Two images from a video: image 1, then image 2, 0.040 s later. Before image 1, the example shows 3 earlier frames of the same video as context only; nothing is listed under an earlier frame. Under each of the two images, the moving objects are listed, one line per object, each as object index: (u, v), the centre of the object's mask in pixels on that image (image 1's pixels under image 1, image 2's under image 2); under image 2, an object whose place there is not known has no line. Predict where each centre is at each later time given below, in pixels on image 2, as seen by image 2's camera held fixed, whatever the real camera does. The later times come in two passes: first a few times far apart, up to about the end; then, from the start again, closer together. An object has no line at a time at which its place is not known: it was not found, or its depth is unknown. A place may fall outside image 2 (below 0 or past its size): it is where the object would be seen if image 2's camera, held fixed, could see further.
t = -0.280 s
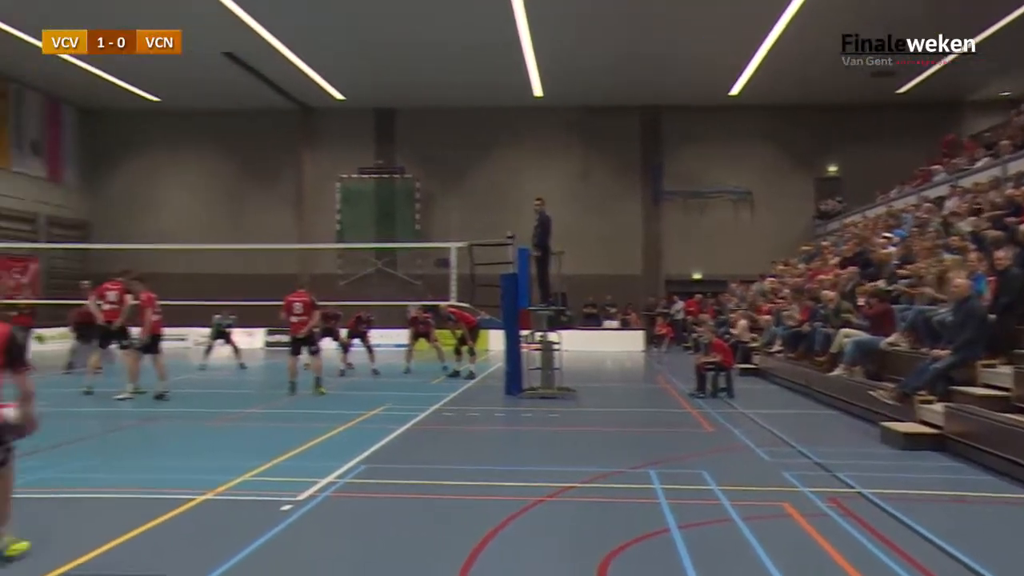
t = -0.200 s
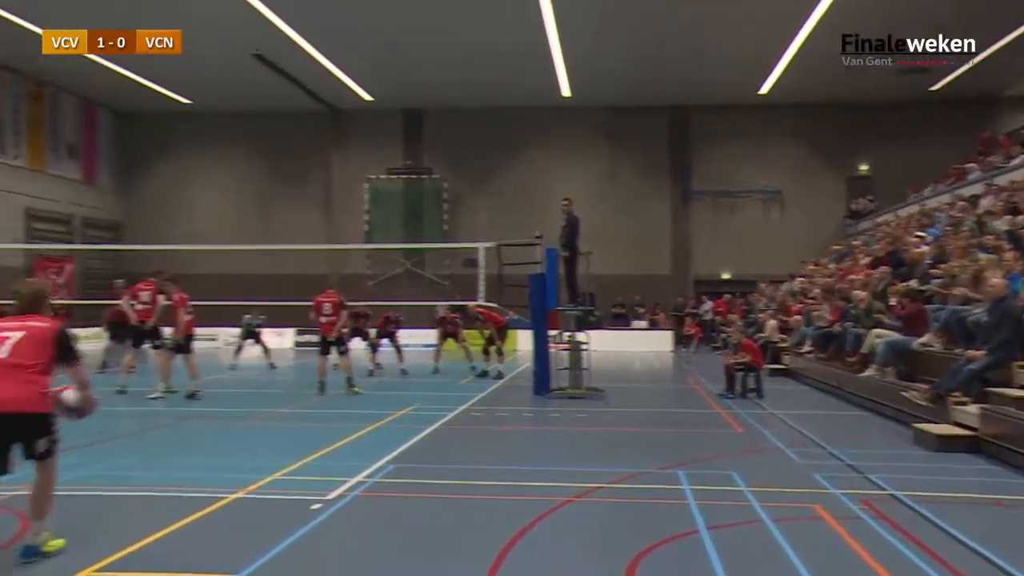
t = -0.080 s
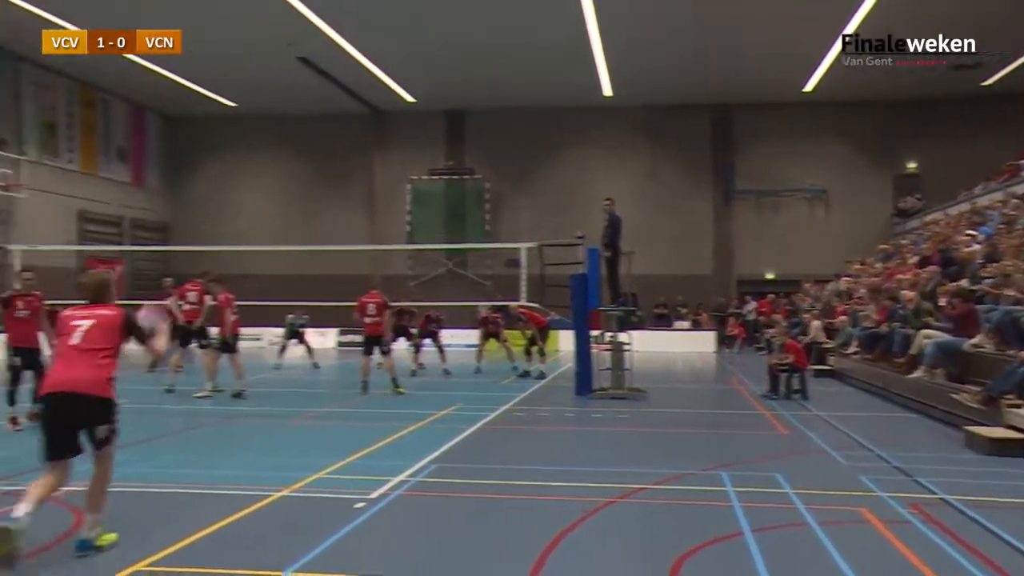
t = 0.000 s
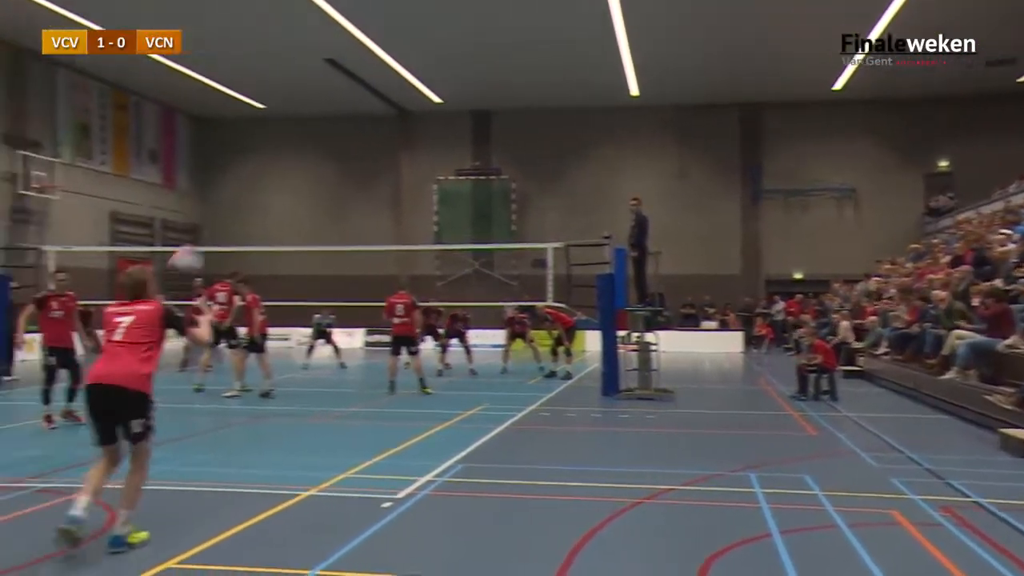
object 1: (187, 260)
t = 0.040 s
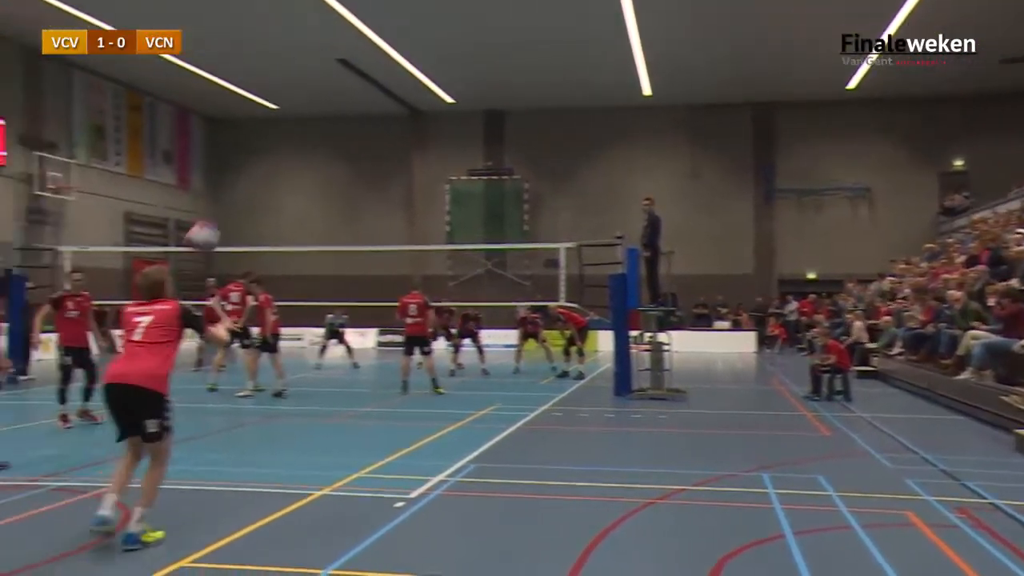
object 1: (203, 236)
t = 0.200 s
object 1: (211, 158)
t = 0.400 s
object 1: (220, 120)
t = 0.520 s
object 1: (226, 121)
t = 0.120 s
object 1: (207, 192)
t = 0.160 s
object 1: (209, 174)
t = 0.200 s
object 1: (211, 158)
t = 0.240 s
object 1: (212, 145)
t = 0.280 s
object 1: (214, 134)
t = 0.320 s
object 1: (216, 126)
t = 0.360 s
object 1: (217, 122)
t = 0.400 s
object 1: (220, 120)
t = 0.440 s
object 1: (222, 119)
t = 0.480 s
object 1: (224, 119)
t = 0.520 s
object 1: (226, 121)
